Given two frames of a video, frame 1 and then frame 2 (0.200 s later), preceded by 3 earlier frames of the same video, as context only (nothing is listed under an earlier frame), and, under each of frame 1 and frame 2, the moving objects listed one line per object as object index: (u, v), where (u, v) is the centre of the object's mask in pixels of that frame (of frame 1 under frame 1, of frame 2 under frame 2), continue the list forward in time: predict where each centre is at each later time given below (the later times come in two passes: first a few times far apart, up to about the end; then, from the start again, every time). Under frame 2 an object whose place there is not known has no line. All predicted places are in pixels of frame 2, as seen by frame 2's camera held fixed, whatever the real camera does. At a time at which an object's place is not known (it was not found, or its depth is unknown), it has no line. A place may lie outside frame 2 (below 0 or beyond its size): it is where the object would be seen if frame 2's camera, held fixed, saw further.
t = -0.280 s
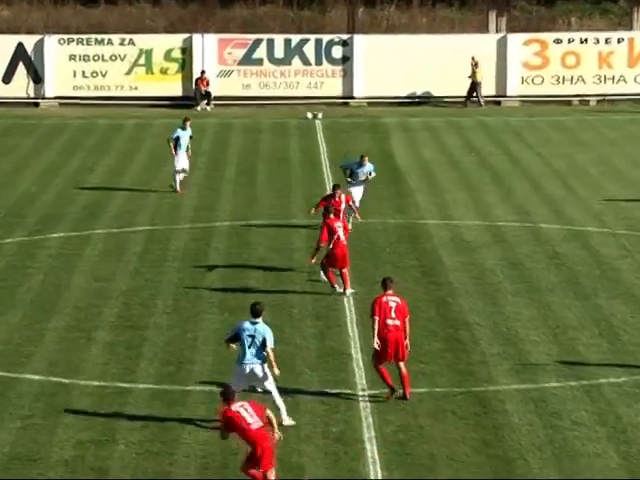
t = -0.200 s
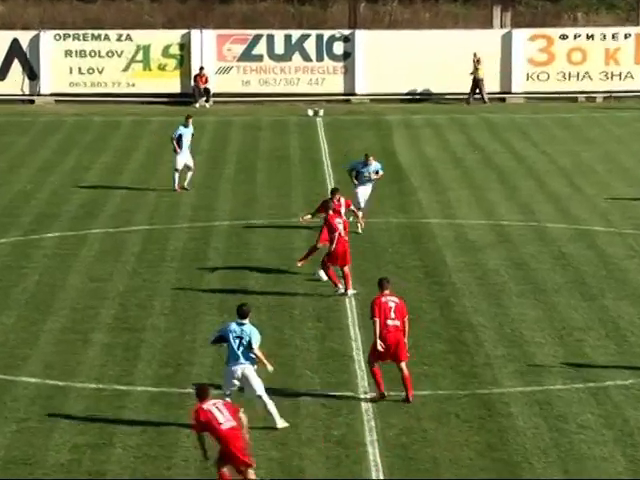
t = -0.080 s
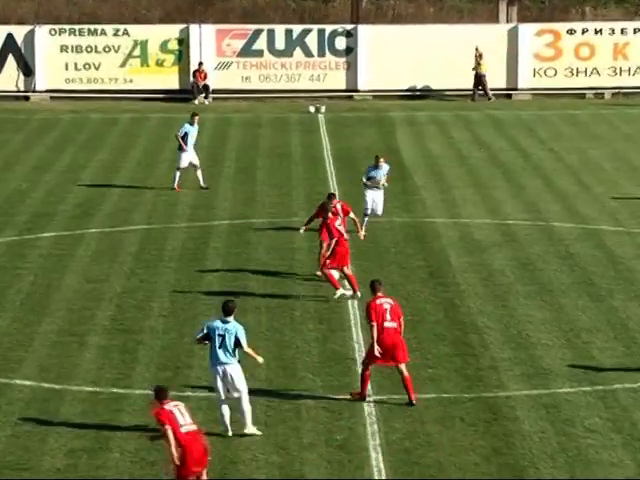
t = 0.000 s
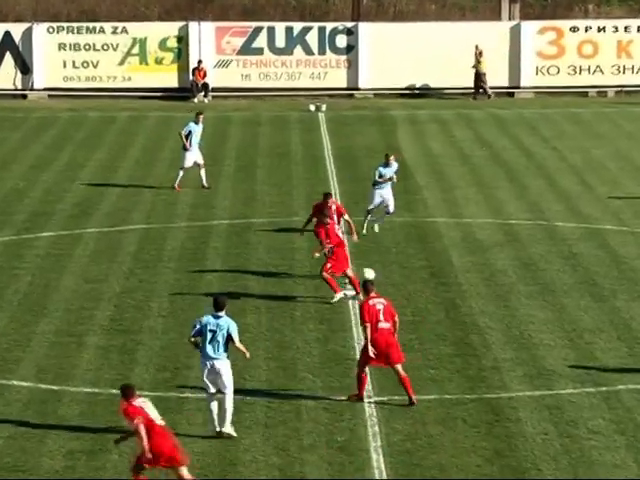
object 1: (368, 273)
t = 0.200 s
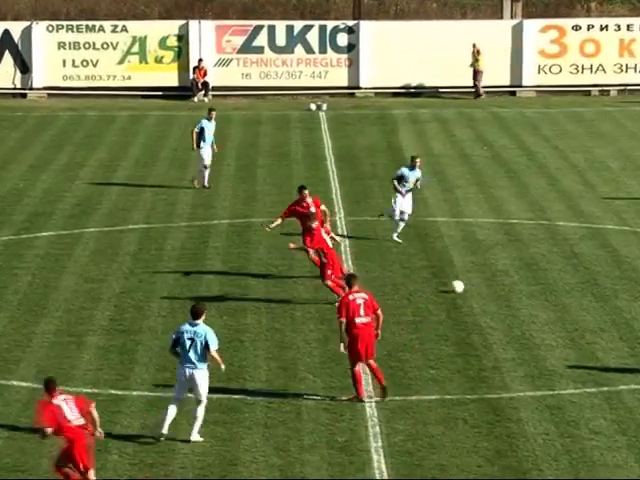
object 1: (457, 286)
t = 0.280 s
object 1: (483, 283)
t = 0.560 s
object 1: (576, 293)
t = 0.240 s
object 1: (470, 285)
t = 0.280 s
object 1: (483, 283)
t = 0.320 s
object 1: (497, 283)
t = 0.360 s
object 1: (510, 284)
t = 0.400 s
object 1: (523, 286)
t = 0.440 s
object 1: (536, 290)
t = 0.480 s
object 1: (549, 293)
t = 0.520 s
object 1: (563, 293)
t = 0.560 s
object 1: (576, 293)
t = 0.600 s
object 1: (591, 294)
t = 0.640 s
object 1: (604, 296)
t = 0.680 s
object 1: (618, 298)
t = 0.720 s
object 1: (631, 299)
